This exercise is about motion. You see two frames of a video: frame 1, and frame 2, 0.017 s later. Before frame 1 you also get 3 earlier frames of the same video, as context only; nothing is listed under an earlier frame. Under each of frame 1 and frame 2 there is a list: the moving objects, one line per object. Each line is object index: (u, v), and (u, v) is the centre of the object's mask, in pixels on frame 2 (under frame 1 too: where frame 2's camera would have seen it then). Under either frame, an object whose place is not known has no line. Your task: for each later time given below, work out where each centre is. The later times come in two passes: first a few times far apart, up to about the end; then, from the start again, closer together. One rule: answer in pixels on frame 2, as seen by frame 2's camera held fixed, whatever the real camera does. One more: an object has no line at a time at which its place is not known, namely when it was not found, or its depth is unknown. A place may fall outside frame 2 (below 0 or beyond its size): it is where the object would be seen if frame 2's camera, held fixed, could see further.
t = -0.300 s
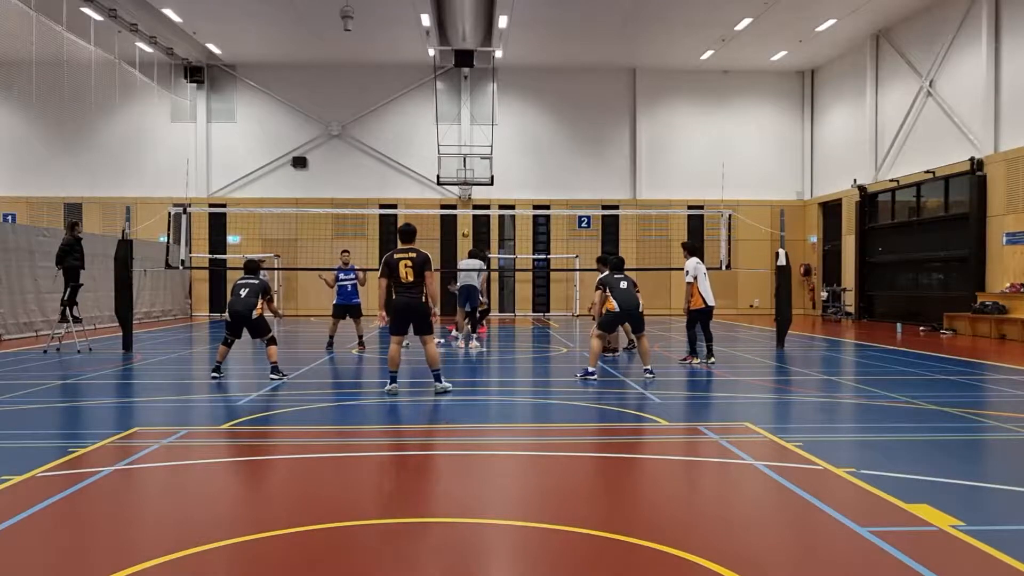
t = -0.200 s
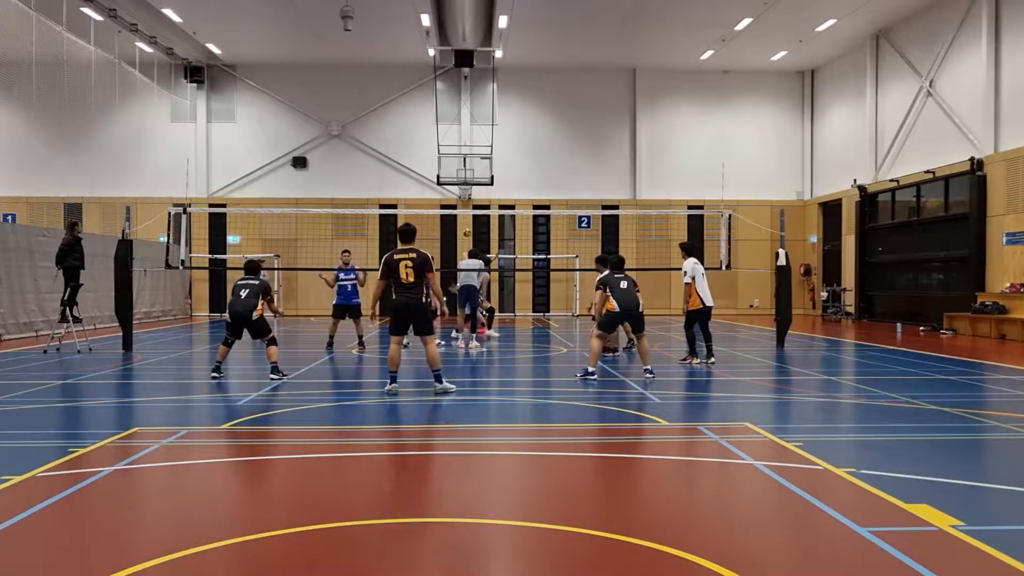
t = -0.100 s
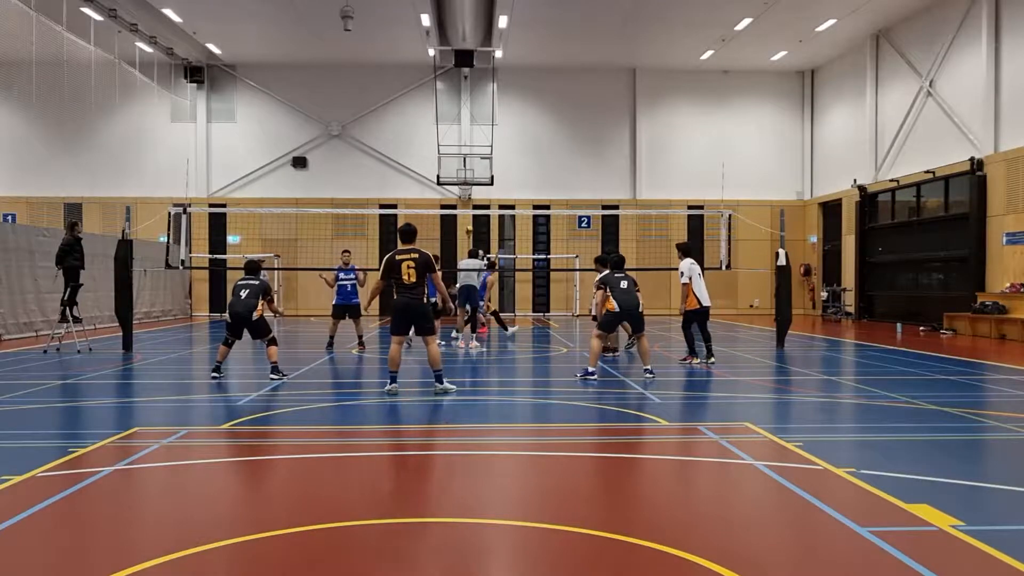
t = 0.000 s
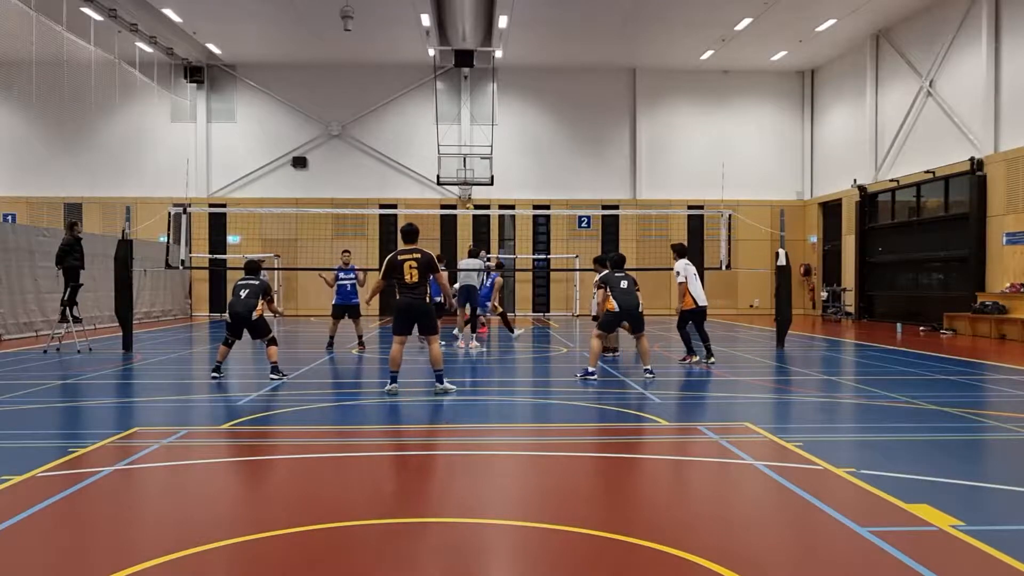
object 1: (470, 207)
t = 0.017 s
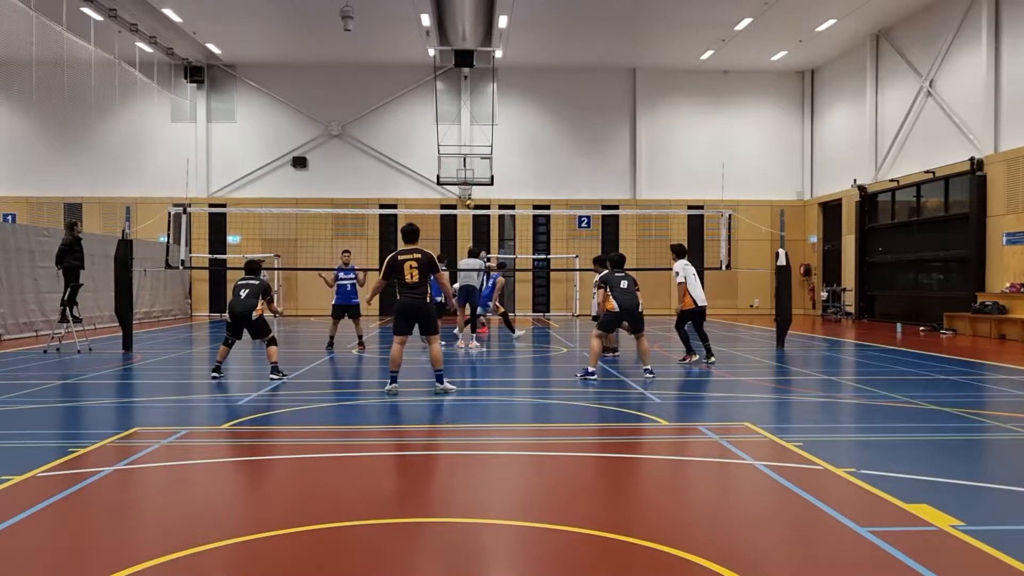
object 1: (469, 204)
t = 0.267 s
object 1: (471, 158)
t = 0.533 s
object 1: (473, 123)
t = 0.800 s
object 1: (472, 129)
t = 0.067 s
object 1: (469, 194)
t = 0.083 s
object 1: (469, 192)
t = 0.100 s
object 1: (469, 189)
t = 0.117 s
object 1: (469, 185)
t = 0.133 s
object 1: (469, 182)
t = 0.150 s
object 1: (469, 179)
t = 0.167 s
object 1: (469, 175)
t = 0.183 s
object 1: (469, 172)
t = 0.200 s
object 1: (470, 170)
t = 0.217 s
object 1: (470, 167)
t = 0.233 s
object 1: (470, 164)
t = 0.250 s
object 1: (470, 161)
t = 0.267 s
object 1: (471, 158)
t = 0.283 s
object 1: (471, 155)
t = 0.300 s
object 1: (471, 152)
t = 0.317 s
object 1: (471, 149)
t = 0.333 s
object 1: (472, 147)
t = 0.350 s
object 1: (472, 144)
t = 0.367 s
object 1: (472, 142)
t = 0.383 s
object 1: (472, 139)
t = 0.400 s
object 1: (472, 137)
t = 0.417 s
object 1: (472, 135)
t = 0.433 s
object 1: (472, 133)
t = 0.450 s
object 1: (472, 131)
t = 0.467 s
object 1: (472, 129)
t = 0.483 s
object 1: (472, 127)
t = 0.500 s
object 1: (473, 126)
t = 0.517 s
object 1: (473, 124)
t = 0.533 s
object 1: (473, 123)
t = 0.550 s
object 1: (473, 122)
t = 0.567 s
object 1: (473, 121)
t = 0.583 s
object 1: (474, 120)
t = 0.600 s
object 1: (473, 119)
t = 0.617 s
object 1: (474, 119)
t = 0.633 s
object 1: (474, 118)
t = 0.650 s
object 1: (474, 118)
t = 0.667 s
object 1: (474, 118)
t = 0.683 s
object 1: (474, 119)
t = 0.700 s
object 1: (473, 119)
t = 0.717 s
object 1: (473, 120)
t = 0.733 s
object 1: (473, 121)
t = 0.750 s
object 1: (473, 123)
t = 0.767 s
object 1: (473, 125)
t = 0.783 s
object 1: (472, 126)
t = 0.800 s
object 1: (472, 129)
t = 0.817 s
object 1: (471, 131)
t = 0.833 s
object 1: (471, 134)
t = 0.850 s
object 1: (471, 137)
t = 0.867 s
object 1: (471, 141)
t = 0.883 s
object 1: (471, 145)
